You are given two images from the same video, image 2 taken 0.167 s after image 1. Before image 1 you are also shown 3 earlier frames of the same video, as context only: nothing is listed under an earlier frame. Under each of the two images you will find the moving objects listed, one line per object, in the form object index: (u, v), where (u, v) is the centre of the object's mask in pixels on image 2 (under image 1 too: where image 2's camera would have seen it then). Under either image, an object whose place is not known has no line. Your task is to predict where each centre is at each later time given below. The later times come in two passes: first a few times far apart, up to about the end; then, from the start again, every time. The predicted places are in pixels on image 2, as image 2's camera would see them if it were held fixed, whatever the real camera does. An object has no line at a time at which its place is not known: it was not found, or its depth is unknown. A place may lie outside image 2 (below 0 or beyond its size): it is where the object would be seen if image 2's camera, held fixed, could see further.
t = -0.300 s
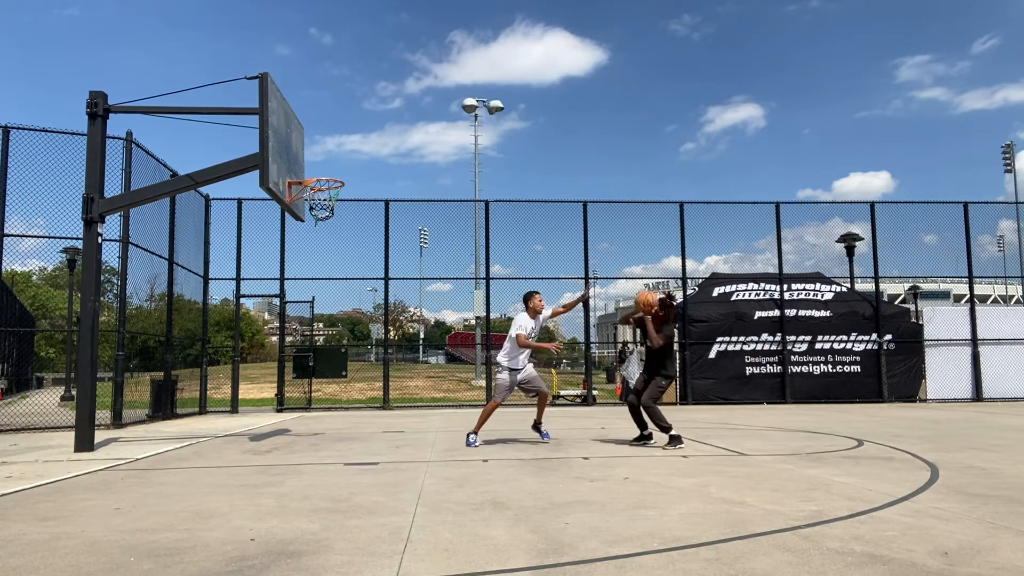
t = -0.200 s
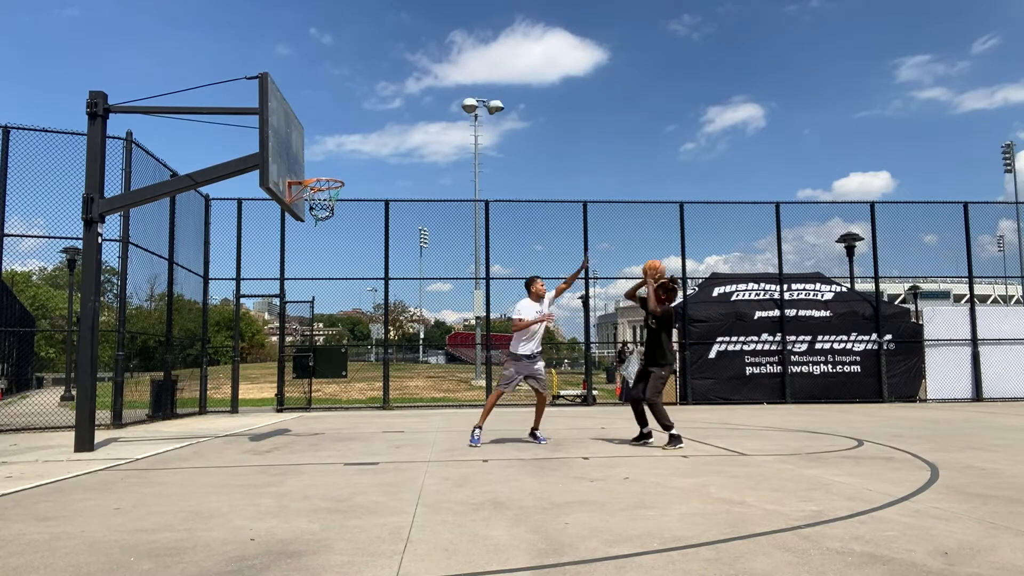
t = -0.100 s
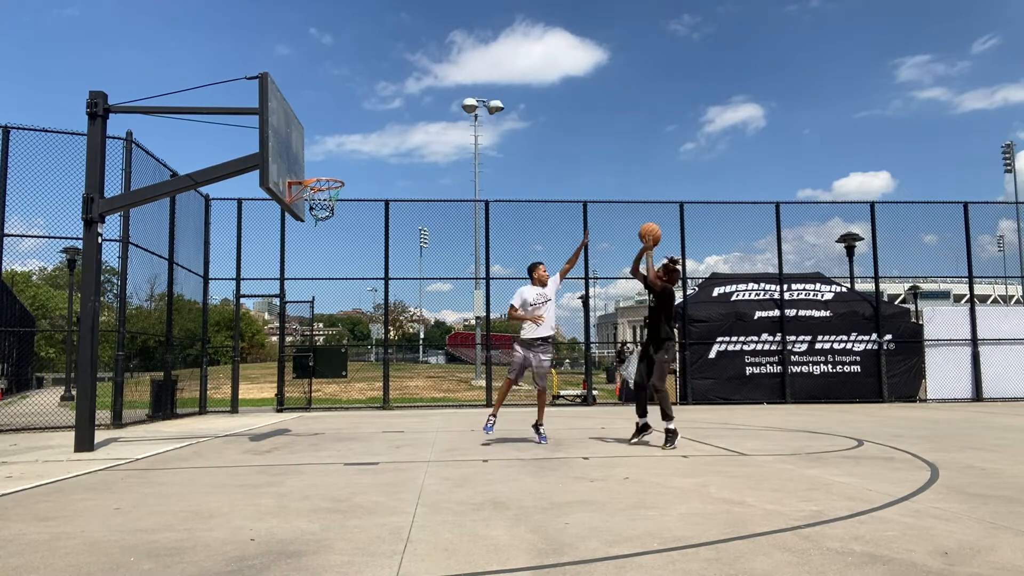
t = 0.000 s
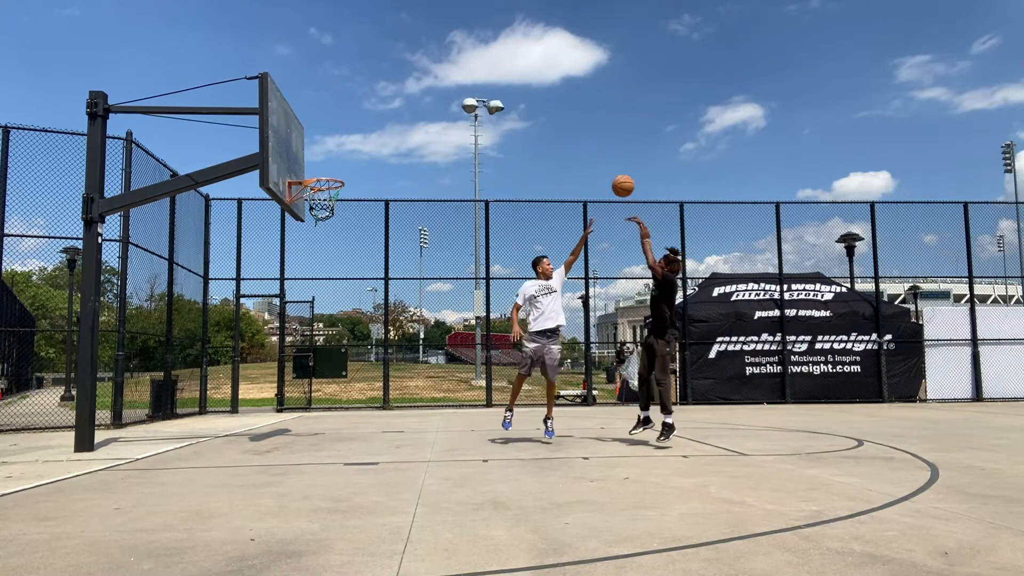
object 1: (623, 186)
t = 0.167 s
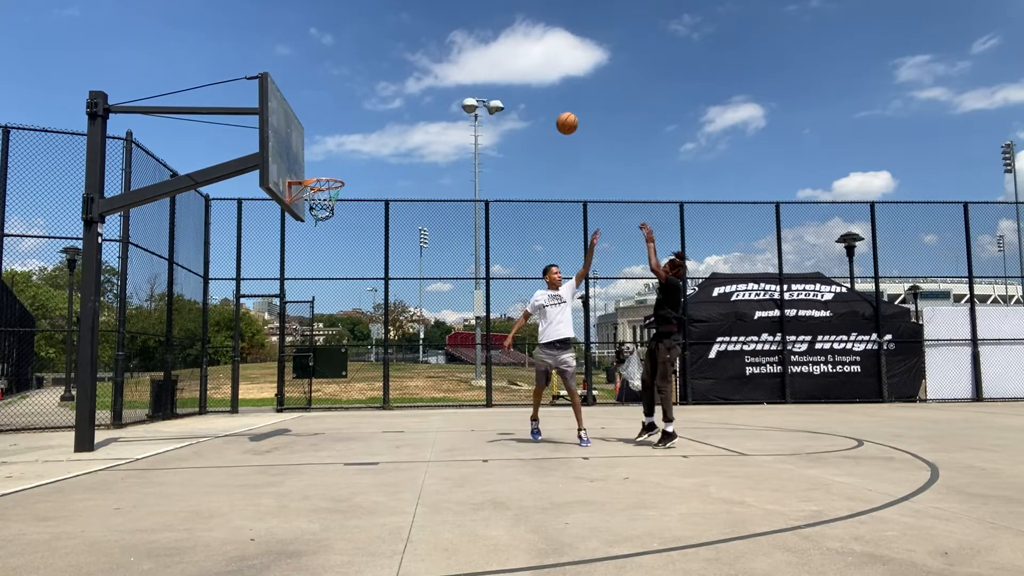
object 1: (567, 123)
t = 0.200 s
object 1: (556, 114)
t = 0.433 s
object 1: (483, 77)
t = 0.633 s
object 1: (424, 82)
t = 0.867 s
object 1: (357, 129)
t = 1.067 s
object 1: (312, 195)
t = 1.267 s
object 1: (295, 265)
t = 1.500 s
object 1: (274, 378)
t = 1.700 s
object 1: (270, 384)
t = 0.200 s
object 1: (556, 114)
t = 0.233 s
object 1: (545, 106)
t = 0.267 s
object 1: (535, 98)
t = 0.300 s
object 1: (524, 92)
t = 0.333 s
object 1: (514, 87)
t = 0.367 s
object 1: (503, 83)
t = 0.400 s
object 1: (493, 79)
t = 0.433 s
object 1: (483, 77)
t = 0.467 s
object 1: (473, 76)
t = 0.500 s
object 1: (463, 75)
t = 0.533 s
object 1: (453, 76)
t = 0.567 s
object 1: (443, 78)
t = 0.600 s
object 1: (434, 79)
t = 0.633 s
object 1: (424, 82)
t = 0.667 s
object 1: (414, 87)
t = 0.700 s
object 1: (405, 91)
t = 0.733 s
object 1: (395, 97)
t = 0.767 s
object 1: (385, 104)
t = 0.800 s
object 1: (376, 111)
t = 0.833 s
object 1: (366, 120)
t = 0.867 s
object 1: (357, 129)
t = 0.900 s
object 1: (348, 140)
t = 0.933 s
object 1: (339, 151)
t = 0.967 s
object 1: (329, 163)
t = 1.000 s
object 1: (320, 176)
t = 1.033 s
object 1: (315, 186)
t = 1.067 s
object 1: (312, 195)
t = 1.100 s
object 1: (309, 205)
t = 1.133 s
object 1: (306, 216)
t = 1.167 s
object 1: (304, 227)
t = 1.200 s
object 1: (301, 238)
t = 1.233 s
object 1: (298, 251)
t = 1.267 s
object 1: (295, 265)
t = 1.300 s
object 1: (292, 279)
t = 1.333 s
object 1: (289, 293)
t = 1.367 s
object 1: (286, 309)
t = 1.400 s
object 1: (283, 325)
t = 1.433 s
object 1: (281, 342)
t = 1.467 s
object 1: (277, 359)
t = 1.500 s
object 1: (274, 378)
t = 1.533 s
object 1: (271, 396)
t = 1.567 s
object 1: (268, 416)
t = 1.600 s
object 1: (266, 428)
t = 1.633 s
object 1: (267, 412)
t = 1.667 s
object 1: (268, 397)
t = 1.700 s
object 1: (270, 384)
